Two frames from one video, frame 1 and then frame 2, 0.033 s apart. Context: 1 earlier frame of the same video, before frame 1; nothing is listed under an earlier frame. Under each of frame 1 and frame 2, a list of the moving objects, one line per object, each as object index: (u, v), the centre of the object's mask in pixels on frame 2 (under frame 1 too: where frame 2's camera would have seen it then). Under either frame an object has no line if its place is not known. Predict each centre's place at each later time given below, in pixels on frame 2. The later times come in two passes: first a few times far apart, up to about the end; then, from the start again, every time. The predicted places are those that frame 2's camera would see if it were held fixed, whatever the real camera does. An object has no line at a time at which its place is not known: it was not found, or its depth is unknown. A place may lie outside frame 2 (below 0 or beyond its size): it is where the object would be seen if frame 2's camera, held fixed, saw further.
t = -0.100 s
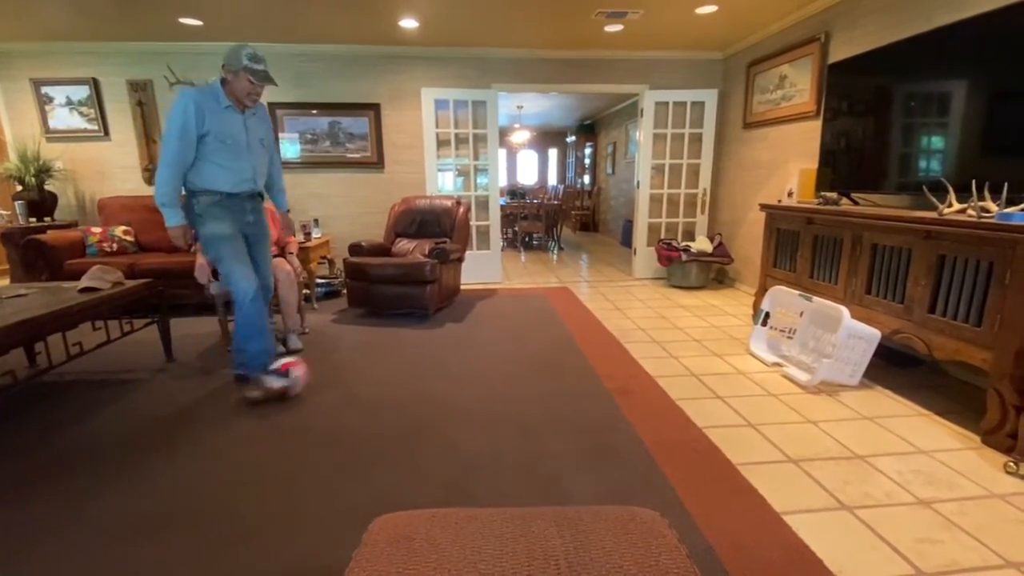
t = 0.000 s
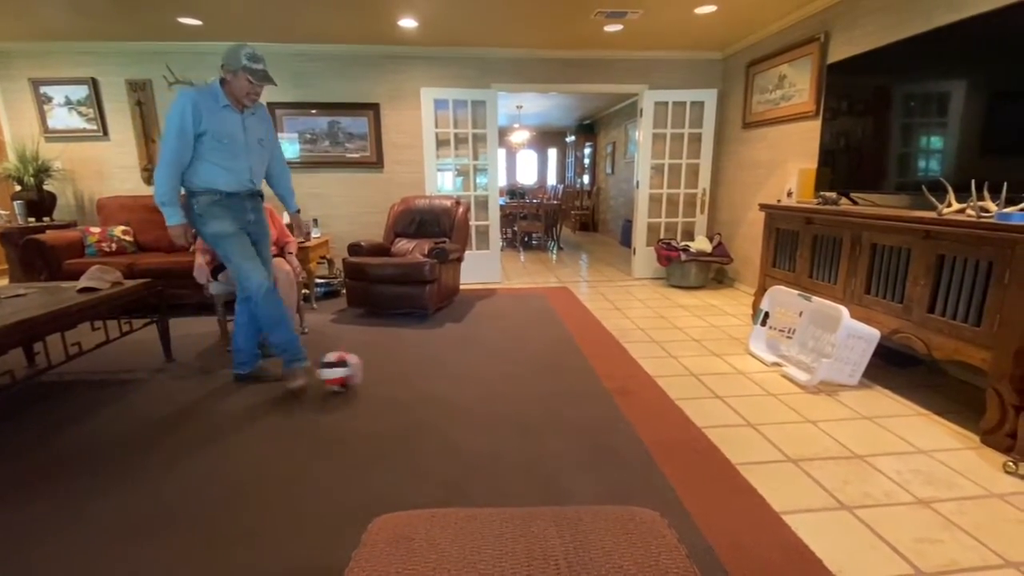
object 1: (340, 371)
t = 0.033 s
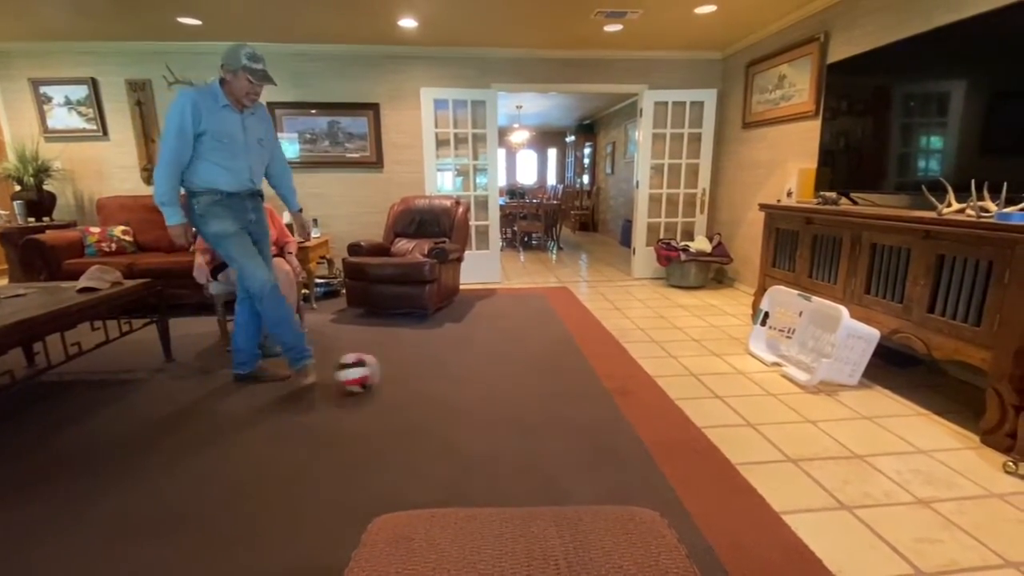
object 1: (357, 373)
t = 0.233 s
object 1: (418, 367)
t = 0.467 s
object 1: (481, 362)
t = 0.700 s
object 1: (538, 357)
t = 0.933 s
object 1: (589, 353)
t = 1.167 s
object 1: (638, 350)
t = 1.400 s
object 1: (685, 349)
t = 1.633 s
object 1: (730, 346)
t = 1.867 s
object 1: (759, 335)
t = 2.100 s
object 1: (780, 340)
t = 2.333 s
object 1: (799, 342)
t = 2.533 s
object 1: (802, 347)
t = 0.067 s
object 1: (368, 371)
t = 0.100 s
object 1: (379, 370)
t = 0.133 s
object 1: (390, 369)
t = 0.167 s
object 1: (399, 369)
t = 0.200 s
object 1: (409, 367)
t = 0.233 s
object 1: (418, 367)
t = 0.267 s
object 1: (428, 366)
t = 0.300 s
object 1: (437, 366)
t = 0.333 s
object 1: (446, 364)
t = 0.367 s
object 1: (454, 364)
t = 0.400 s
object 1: (464, 363)
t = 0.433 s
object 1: (472, 362)
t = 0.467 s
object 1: (481, 362)
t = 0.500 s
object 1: (489, 361)
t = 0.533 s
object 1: (498, 361)
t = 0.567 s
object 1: (506, 360)
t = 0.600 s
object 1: (514, 359)
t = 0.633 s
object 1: (522, 358)
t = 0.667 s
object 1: (530, 358)
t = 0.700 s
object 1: (538, 357)
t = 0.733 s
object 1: (546, 357)
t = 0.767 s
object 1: (553, 355)
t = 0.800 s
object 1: (561, 355)
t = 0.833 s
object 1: (568, 355)
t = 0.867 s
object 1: (575, 354)
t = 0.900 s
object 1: (582, 353)
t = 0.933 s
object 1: (589, 353)
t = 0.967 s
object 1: (598, 352)
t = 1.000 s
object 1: (604, 353)
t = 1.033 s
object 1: (610, 352)
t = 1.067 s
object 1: (616, 351)
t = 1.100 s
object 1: (625, 350)
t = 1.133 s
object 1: (632, 349)
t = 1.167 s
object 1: (638, 350)
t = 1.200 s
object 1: (643, 350)
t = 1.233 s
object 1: (651, 350)
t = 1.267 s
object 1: (658, 349)
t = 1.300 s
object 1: (665, 349)
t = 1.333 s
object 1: (672, 351)
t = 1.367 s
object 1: (678, 350)
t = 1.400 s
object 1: (685, 349)
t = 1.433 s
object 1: (692, 349)
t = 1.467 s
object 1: (699, 347)
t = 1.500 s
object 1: (705, 347)
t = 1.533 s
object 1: (710, 348)
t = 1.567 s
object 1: (717, 347)
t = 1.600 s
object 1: (724, 346)
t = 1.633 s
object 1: (730, 346)
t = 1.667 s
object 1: (736, 347)
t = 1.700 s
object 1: (742, 345)
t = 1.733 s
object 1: (747, 342)
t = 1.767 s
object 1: (751, 337)
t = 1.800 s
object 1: (754, 335)
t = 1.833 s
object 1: (757, 333)
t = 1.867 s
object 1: (759, 335)
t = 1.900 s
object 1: (760, 337)
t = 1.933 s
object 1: (762, 339)
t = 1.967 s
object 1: (765, 337)
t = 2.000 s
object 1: (768, 336)
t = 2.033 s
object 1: (772, 339)
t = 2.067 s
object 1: (776, 340)
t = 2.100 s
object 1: (780, 340)
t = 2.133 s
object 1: (784, 341)
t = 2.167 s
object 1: (787, 342)
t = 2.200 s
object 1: (790, 343)
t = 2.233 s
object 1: (795, 344)
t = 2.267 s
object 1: (799, 344)
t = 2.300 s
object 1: (800, 342)
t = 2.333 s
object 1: (799, 342)
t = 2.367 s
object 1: (799, 343)
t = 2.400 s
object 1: (798, 345)
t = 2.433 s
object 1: (799, 346)
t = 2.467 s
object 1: (800, 345)
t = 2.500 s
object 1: (801, 345)
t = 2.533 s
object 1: (802, 347)
